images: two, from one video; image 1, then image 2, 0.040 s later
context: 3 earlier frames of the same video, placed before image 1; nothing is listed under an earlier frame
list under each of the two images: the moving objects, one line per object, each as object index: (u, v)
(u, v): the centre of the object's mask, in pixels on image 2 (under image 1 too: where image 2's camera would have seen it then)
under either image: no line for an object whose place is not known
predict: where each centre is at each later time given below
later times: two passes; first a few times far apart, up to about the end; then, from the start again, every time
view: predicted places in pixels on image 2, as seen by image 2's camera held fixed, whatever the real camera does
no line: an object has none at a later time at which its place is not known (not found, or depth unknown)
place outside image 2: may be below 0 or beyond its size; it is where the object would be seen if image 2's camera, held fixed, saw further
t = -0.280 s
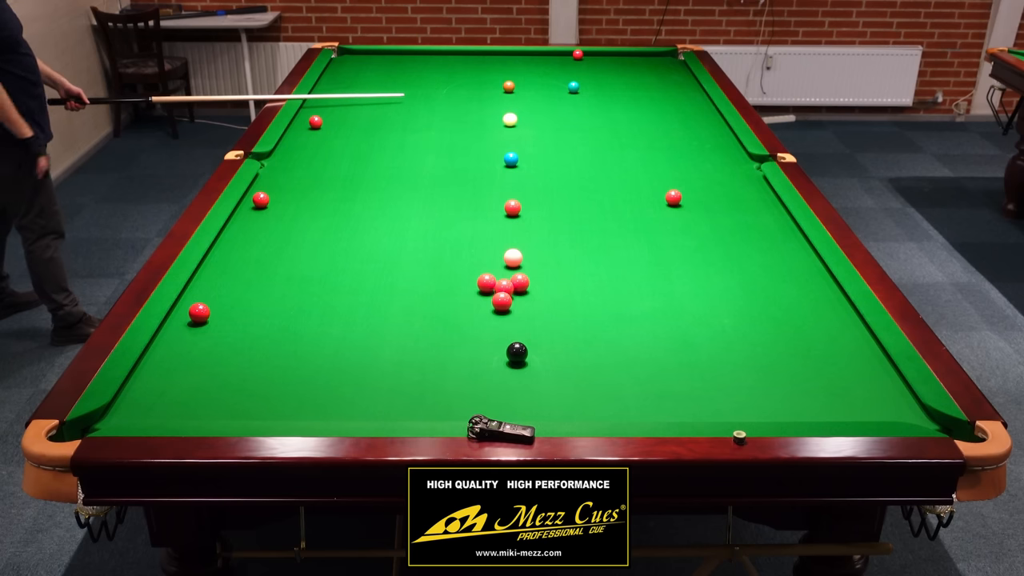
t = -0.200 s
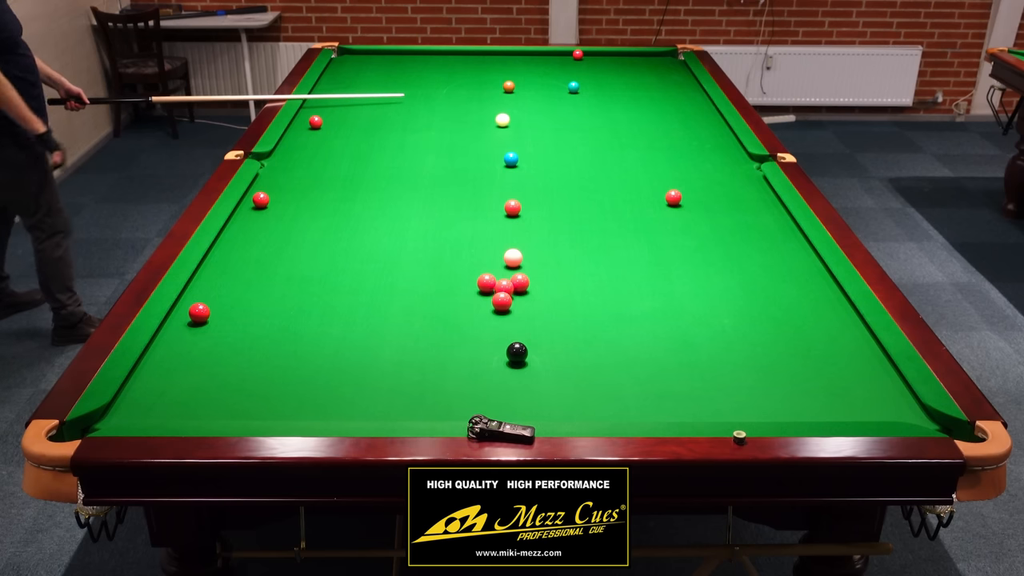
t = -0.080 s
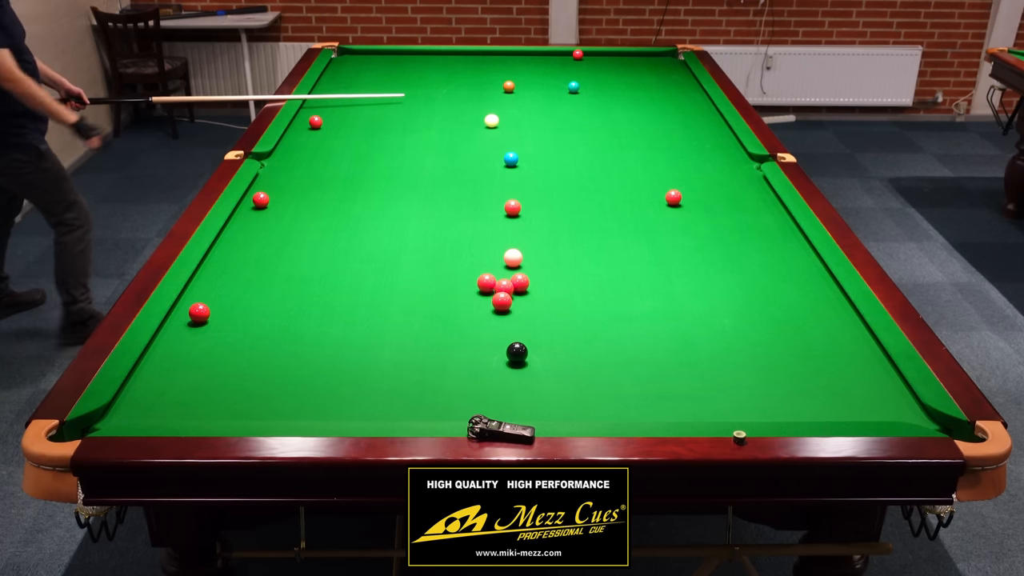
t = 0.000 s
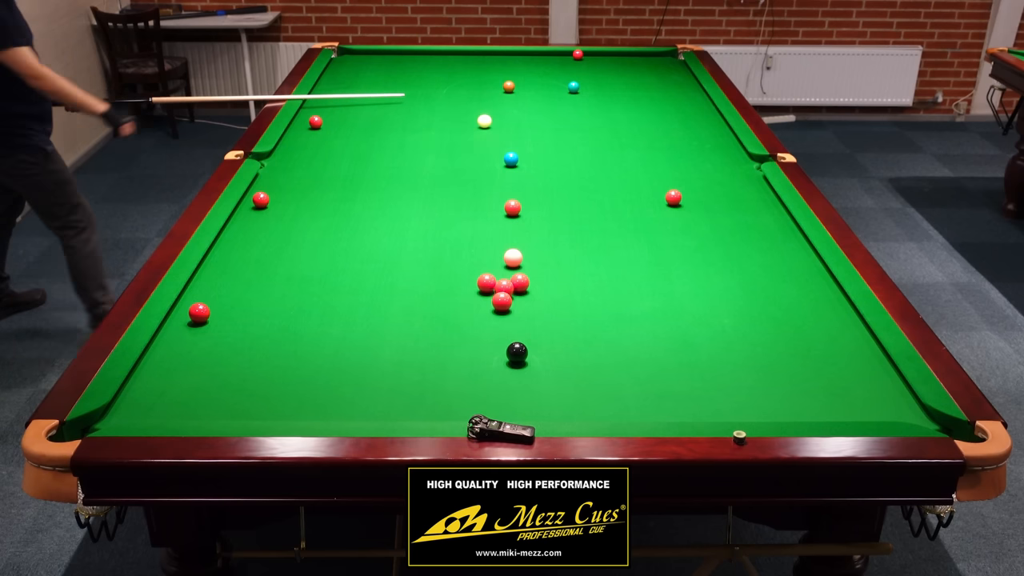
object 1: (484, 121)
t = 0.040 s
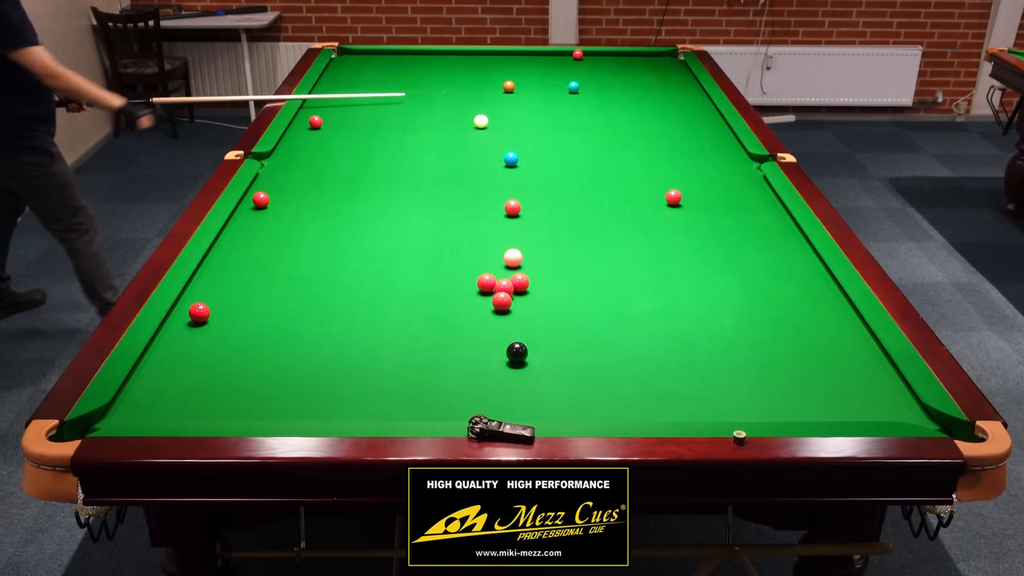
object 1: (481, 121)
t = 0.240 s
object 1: (464, 123)
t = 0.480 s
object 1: (444, 124)
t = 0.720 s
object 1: (425, 125)
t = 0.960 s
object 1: (408, 126)
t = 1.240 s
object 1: (389, 128)
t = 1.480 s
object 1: (374, 129)
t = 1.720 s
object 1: (360, 130)
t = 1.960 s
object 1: (347, 130)
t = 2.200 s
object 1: (336, 131)
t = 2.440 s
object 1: (326, 131)
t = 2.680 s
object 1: (317, 132)
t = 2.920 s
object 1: (309, 132)
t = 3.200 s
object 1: (302, 132)
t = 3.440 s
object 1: (297, 132)
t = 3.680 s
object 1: (294, 132)
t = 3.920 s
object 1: (291, 132)
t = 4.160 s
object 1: (290, 132)
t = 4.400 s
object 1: (290, 132)
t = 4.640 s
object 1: (290, 133)
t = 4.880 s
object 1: (290, 133)
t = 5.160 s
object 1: (290, 133)
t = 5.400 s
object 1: (290, 133)
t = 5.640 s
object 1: (290, 133)
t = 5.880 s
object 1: (290, 133)
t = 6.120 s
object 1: (290, 133)
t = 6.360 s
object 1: (290, 133)
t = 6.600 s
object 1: (290, 133)
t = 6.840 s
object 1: (290, 132)
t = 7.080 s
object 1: (290, 132)
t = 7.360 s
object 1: (290, 133)
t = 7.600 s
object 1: (290, 133)
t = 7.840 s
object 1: (290, 133)
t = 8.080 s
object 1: (290, 133)
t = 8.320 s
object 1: (290, 133)
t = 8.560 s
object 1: (290, 133)
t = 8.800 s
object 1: (290, 133)
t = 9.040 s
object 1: (290, 133)
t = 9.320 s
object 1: (290, 133)
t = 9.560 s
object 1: (290, 133)
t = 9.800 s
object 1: (290, 133)
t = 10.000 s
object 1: (290, 133)
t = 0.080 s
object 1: (477, 122)
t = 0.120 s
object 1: (474, 122)
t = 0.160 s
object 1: (470, 122)
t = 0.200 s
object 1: (467, 122)
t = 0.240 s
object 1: (464, 123)
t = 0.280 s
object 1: (460, 123)
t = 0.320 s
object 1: (457, 123)
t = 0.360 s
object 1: (454, 123)
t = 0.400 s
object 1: (450, 124)
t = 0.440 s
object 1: (447, 124)
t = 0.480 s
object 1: (444, 124)
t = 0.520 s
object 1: (441, 124)
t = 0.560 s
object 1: (438, 124)
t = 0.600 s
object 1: (434, 125)
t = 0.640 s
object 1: (431, 125)
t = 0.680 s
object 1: (428, 125)
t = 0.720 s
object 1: (425, 125)
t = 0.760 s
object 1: (422, 125)
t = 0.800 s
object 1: (419, 126)
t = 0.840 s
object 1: (416, 126)
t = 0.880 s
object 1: (414, 126)
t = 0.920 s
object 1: (411, 126)
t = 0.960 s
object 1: (408, 126)
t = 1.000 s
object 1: (405, 127)
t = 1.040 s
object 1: (402, 127)
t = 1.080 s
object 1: (400, 127)
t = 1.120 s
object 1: (397, 127)
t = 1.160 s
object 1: (394, 127)
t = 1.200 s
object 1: (391, 127)
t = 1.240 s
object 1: (389, 128)
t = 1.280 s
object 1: (386, 128)
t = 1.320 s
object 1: (384, 128)
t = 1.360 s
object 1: (381, 128)
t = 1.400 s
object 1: (379, 128)
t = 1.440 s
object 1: (376, 129)
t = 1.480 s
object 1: (374, 129)
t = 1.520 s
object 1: (371, 129)
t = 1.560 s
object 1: (369, 129)
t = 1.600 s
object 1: (367, 129)
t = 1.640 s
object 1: (364, 129)
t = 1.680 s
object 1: (362, 129)
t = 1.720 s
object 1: (360, 130)
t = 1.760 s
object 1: (358, 130)
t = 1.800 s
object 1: (355, 130)
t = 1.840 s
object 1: (353, 130)
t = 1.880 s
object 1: (351, 130)
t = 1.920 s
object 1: (349, 130)
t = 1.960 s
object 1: (347, 130)
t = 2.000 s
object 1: (345, 130)
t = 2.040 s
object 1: (343, 130)
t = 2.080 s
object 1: (341, 130)
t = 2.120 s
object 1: (340, 131)
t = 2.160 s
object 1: (338, 131)
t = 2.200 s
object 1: (336, 131)
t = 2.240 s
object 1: (334, 131)
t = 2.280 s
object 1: (332, 131)
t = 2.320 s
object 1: (331, 131)
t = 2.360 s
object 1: (329, 131)
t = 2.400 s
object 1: (327, 131)
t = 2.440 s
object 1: (326, 131)
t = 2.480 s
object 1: (324, 131)
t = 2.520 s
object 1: (322, 132)
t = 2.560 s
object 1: (321, 132)
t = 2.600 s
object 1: (320, 132)
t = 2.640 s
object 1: (318, 132)
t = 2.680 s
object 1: (317, 132)
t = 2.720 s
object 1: (315, 132)
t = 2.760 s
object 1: (314, 132)
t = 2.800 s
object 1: (313, 132)
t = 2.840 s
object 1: (311, 132)
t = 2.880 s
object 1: (310, 132)
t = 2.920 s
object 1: (309, 132)
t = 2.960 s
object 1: (308, 132)
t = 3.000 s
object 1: (307, 132)
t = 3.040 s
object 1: (306, 132)
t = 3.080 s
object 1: (305, 132)
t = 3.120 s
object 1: (304, 132)
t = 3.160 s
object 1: (303, 132)
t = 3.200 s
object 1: (302, 132)
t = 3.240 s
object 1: (301, 132)
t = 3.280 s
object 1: (300, 132)
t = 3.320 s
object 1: (299, 132)
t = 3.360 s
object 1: (298, 132)
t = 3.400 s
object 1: (298, 132)
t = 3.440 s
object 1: (297, 132)
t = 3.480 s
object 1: (296, 132)
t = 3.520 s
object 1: (296, 132)
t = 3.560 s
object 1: (295, 133)
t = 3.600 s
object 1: (294, 133)
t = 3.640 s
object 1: (294, 133)
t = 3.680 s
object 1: (294, 132)
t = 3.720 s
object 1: (293, 132)
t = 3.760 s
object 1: (293, 133)
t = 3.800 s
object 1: (292, 132)
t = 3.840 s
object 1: (292, 132)
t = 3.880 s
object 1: (292, 132)
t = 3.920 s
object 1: (291, 132)
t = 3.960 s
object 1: (291, 132)
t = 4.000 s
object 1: (291, 132)
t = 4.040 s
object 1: (291, 132)
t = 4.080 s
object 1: (291, 132)
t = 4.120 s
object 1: (290, 132)
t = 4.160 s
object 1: (290, 132)
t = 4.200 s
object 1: (290, 132)
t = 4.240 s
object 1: (290, 132)
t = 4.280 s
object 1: (290, 133)
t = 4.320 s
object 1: (290, 133)
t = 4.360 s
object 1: (290, 133)
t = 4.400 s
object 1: (290, 132)
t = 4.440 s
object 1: (290, 133)
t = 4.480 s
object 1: (290, 133)
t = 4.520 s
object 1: (290, 133)
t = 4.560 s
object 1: (290, 133)
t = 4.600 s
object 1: (290, 133)
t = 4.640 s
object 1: (290, 133)
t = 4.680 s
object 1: (290, 133)
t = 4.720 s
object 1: (290, 133)
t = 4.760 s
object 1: (290, 133)
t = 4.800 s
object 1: (290, 133)
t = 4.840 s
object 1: (290, 133)
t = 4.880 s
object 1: (290, 133)
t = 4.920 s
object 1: (290, 133)
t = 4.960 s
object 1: (290, 133)
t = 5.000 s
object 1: (290, 133)
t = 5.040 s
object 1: (290, 133)
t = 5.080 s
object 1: (290, 133)
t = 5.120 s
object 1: (290, 133)
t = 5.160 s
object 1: (290, 133)
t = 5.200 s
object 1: (290, 133)
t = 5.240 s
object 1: (290, 133)
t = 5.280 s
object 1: (290, 133)
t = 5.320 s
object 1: (290, 133)
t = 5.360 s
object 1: (290, 133)
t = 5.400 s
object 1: (290, 133)
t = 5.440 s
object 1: (290, 133)
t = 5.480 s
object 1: (290, 133)
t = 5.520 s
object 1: (290, 133)
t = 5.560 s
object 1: (290, 133)
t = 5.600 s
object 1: (290, 133)
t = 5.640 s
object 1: (290, 133)
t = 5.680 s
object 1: (290, 133)
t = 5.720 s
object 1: (290, 133)
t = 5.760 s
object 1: (290, 133)
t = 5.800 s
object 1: (290, 133)
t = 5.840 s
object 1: (290, 133)
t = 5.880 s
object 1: (290, 133)
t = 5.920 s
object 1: (290, 133)
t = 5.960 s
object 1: (290, 133)
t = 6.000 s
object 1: (290, 133)
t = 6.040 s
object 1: (290, 133)
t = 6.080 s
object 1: (290, 133)
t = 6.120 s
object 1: (290, 133)
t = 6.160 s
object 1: (290, 133)
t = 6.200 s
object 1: (290, 133)
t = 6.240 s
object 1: (290, 133)
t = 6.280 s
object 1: (290, 133)
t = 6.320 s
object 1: (290, 133)
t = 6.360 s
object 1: (290, 133)
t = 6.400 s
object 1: (290, 133)
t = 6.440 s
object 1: (290, 133)
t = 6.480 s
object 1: (290, 133)
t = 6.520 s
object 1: (290, 133)
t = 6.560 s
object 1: (290, 133)
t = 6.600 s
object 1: (290, 133)
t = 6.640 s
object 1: (290, 133)
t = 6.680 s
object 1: (290, 133)
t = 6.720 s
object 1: (290, 133)
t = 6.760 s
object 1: (290, 133)
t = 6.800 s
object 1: (290, 133)
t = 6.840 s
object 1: (290, 132)
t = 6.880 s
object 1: (290, 133)
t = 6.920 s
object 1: (290, 133)
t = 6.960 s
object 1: (290, 133)
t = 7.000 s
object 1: (290, 133)
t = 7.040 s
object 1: (290, 133)
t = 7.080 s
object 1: (290, 132)
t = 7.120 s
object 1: (290, 133)
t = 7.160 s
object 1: (290, 132)
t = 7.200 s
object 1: (290, 133)
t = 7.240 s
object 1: (290, 132)
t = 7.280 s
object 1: (290, 133)
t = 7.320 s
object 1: (290, 132)
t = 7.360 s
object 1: (290, 133)
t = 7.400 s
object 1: (290, 133)
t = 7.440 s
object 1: (290, 133)
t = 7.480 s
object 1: (290, 133)
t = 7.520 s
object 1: (290, 133)
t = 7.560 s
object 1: (290, 133)
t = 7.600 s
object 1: (290, 133)
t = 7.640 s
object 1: (290, 133)
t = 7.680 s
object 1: (290, 133)
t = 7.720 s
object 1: (290, 133)
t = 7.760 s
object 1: (290, 133)
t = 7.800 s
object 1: (290, 133)
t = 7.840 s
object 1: (290, 133)
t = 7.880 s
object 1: (290, 133)
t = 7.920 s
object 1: (290, 133)
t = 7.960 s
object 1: (290, 133)
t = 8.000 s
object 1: (290, 133)
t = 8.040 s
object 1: (290, 133)
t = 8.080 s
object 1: (290, 133)
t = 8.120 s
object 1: (290, 133)
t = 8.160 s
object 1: (290, 133)
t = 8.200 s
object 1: (290, 133)
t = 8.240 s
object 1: (290, 133)
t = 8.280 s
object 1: (290, 133)
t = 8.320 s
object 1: (290, 133)
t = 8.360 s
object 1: (290, 133)
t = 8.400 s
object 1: (290, 133)
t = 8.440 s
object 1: (290, 133)
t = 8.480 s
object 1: (290, 133)
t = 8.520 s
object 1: (290, 133)
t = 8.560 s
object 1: (290, 133)
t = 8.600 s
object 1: (290, 133)
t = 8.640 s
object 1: (290, 133)
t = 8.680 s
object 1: (290, 133)
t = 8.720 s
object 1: (290, 133)
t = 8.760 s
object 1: (290, 133)
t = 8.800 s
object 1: (290, 133)
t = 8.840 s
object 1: (290, 133)
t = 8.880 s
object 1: (290, 133)
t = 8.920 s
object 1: (290, 133)
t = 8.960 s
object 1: (290, 133)
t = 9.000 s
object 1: (290, 133)
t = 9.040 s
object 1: (290, 133)
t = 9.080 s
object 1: (290, 133)
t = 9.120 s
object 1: (290, 133)
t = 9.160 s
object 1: (290, 133)
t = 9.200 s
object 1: (290, 133)
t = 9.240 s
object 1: (290, 133)
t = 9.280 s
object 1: (290, 133)
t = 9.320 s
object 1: (290, 133)
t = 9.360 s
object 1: (290, 133)
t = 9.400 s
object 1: (290, 133)
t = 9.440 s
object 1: (290, 133)
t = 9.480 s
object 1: (290, 133)
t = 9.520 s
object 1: (290, 133)
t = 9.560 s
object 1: (290, 133)
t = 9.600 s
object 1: (290, 133)
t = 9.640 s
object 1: (290, 133)
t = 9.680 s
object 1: (290, 133)
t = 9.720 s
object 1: (290, 133)
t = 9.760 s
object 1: (290, 133)
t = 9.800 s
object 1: (290, 133)
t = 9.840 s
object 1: (290, 133)
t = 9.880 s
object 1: (290, 133)
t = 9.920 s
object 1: (290, 133)
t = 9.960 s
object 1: (290, 133)
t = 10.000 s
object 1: (290, 133)
